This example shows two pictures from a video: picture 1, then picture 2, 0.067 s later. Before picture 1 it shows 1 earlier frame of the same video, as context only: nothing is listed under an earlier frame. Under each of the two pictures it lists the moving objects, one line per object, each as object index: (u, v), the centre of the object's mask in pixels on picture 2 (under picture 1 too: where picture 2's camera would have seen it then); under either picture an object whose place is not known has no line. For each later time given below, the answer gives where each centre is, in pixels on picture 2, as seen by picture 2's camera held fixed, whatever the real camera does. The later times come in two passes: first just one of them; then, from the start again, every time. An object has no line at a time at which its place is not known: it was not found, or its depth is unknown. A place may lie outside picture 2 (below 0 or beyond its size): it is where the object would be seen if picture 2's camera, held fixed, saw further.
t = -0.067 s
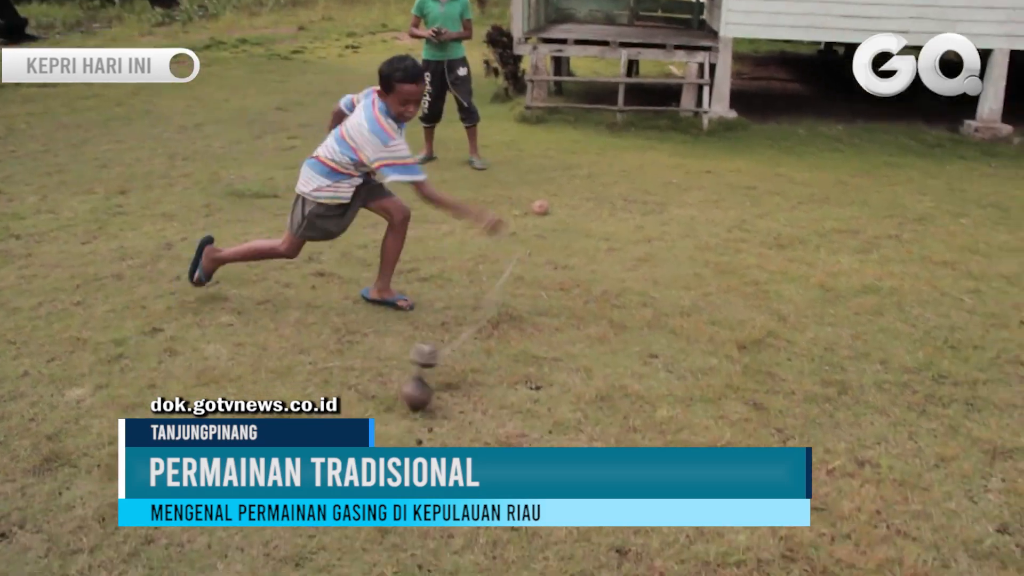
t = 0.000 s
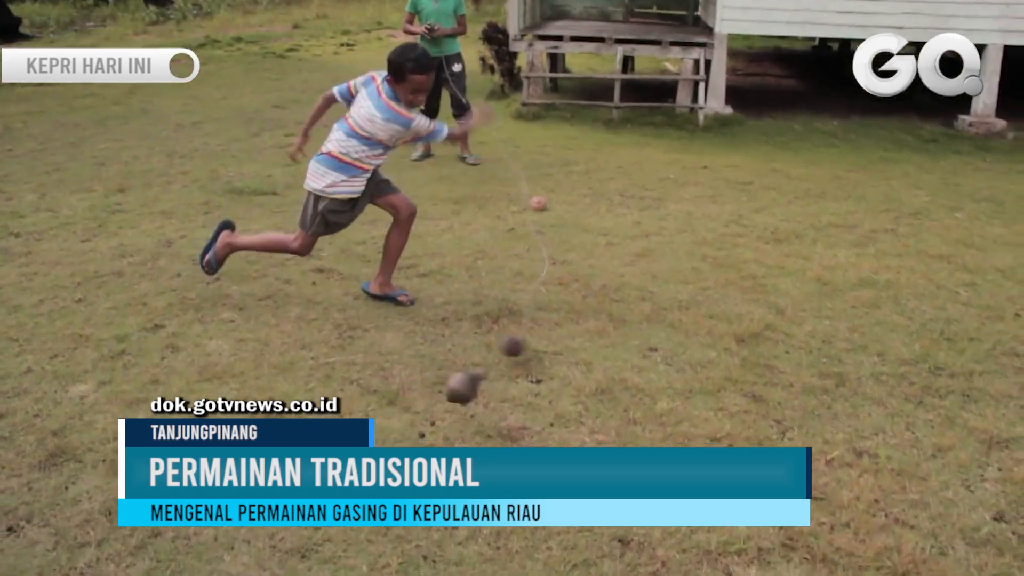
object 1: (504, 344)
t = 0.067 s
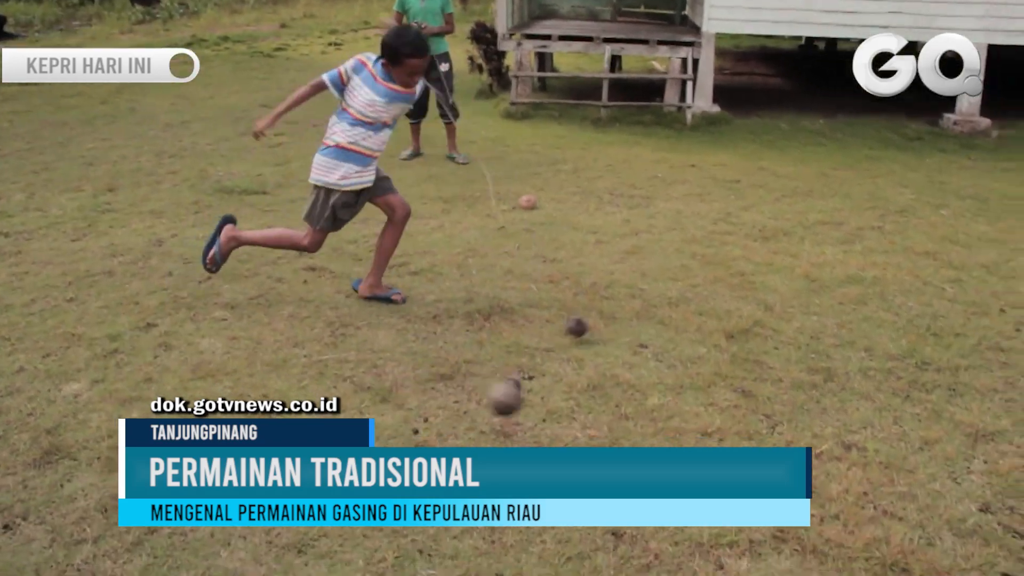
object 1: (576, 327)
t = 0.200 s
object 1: (682, 300)
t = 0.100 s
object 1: (606, 317)
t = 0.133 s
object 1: (634, 310)
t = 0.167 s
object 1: (660, 307)
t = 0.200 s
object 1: (682, 300)
